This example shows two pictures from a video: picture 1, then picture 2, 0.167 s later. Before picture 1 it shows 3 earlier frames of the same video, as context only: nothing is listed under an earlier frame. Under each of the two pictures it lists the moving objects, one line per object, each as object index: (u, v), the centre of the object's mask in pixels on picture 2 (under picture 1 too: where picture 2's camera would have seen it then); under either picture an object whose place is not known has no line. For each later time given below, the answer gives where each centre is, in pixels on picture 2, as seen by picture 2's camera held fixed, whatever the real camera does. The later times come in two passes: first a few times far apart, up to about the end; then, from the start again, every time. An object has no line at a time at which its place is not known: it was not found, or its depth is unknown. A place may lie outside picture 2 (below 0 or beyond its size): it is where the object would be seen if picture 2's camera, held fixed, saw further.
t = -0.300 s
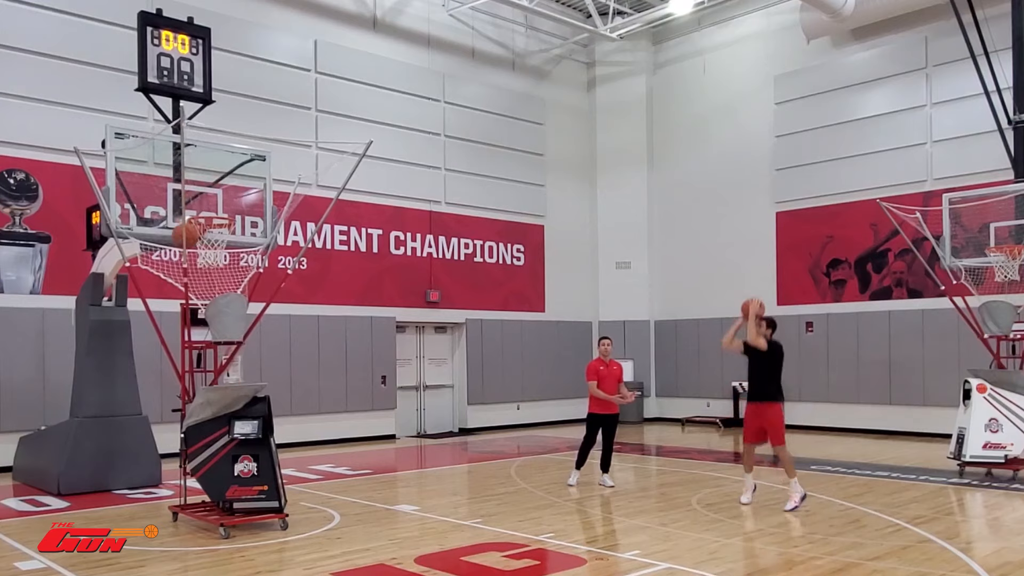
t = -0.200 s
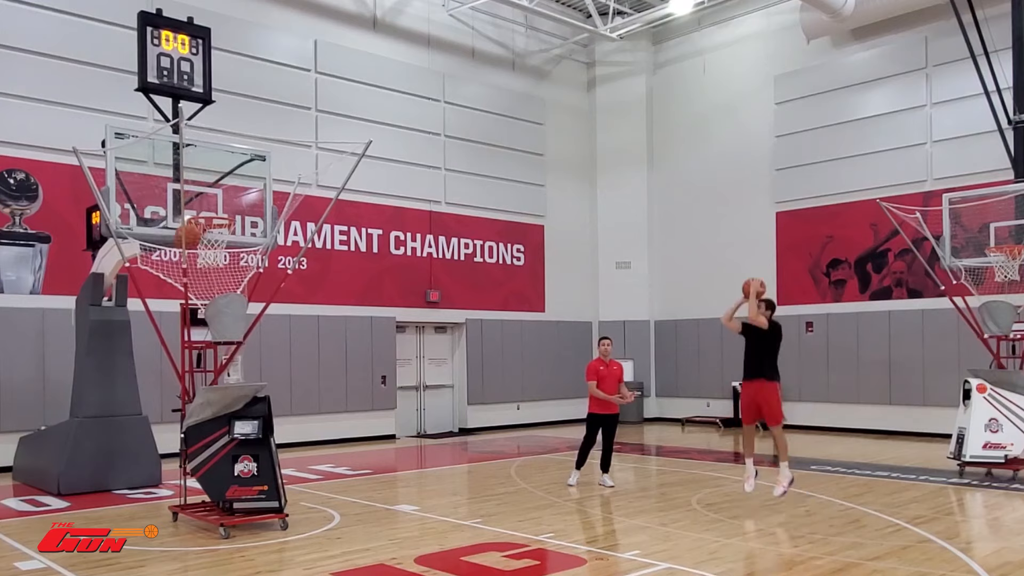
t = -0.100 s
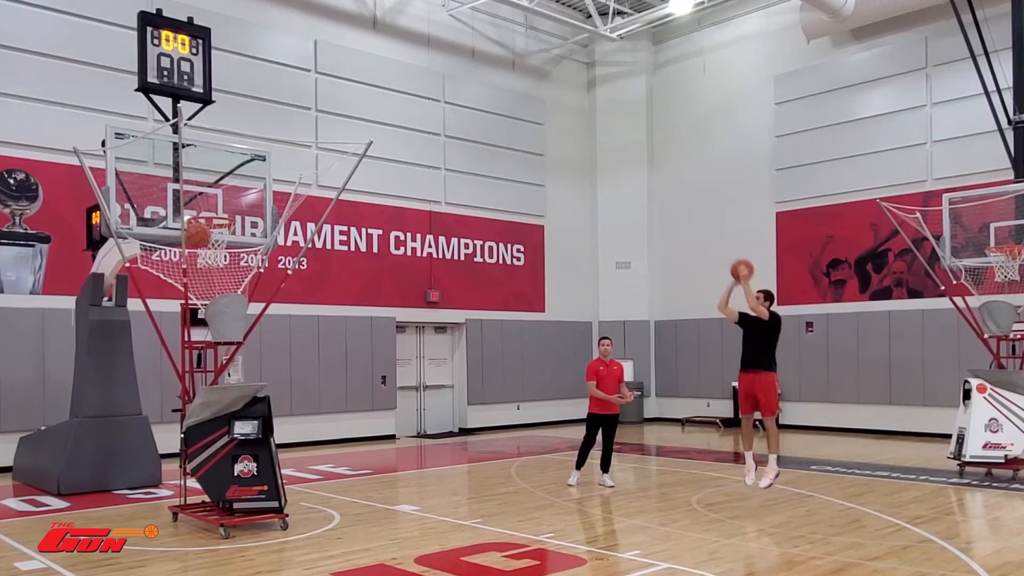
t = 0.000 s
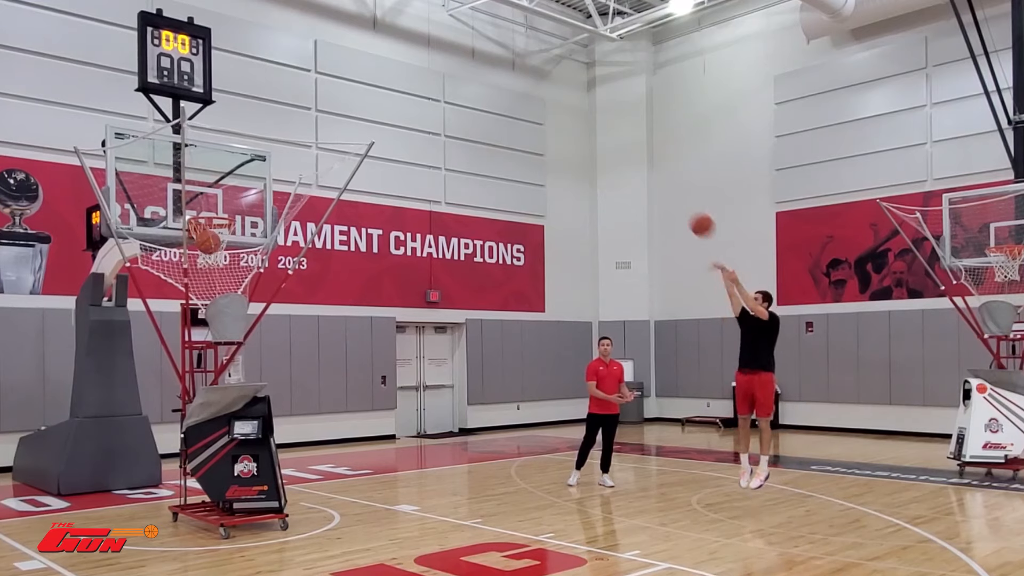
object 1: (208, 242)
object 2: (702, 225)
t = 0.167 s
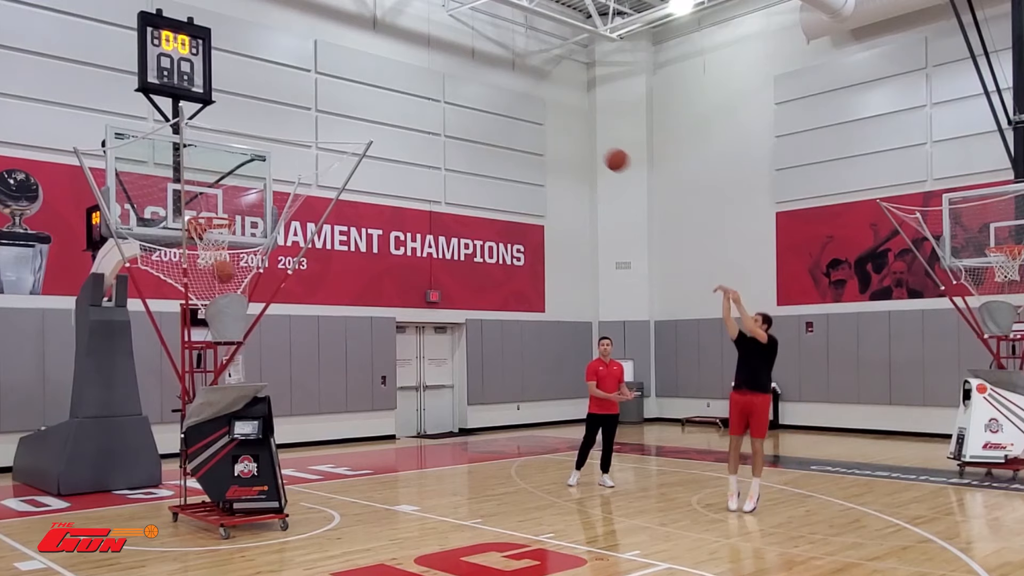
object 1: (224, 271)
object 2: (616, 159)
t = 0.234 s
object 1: (228, 287)
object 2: (582, 140)
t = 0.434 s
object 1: (228, 276)
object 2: (480, 107)
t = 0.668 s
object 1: (225, 276)
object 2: (360, 114)
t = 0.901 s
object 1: (223, 279)
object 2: (239, 172)
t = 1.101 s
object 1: (218, 292)
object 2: (189, 170)
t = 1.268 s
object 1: (228, 286)
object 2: (184, 123)
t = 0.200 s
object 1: (227, 279)
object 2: (600, 149)
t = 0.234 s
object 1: (228, 287)
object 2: (582, 140)
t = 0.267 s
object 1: (228, 289)
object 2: (565, 132)
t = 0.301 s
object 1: (228, 289)
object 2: (548, 125)
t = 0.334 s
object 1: (229, 287)
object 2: (531, 119)
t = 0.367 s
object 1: (229, 285)
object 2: (514, 114)
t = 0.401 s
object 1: (229, 282)
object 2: (497, 110)
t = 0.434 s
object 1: (228, 276)
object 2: (480, 107)
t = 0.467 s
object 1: (228, 274)
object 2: (463, 105)
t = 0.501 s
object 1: (227, 271)
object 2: (446, 104)
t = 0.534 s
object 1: (226, 270)
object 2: (429, 104)
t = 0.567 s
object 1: (226, 270)
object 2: (412, 105)
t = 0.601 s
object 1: (226, 271)
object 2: (394, 107)
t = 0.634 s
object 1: (225, 273)
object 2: (377, 111)
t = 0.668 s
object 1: (225, 276)
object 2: (360, 114)
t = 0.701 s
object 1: (224, 279)
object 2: (343, 120)
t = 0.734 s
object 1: (223, 279)
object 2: (325, 126)
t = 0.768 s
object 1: (223, 280)
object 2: (308, 131)
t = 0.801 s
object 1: (223, 279)
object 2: (291, 142)
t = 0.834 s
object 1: (223, 279)
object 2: (273, 151)
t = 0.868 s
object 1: (223, 279)
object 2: (257, 161)
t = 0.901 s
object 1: (223, 279)
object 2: (239, 172)
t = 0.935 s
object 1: (222, 282)
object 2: (221, 184)
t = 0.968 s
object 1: (223, 285)
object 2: (206, 200)
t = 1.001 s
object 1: (221, 287)
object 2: (192, 209)
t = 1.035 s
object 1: (220, 291)
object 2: (191, 197)
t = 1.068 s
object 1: (218, 291)
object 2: (189, 184)
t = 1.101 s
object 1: (218, 292)
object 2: (189, 170)
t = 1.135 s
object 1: (222, 290)
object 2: (190, 158)
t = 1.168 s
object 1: (224, 288)
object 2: (187, 148)
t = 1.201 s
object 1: (226, 287)
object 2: (188, 138)
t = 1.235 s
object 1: (228, 286)
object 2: (184, 130)
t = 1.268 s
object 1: (228, 286)
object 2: (184, 123)
